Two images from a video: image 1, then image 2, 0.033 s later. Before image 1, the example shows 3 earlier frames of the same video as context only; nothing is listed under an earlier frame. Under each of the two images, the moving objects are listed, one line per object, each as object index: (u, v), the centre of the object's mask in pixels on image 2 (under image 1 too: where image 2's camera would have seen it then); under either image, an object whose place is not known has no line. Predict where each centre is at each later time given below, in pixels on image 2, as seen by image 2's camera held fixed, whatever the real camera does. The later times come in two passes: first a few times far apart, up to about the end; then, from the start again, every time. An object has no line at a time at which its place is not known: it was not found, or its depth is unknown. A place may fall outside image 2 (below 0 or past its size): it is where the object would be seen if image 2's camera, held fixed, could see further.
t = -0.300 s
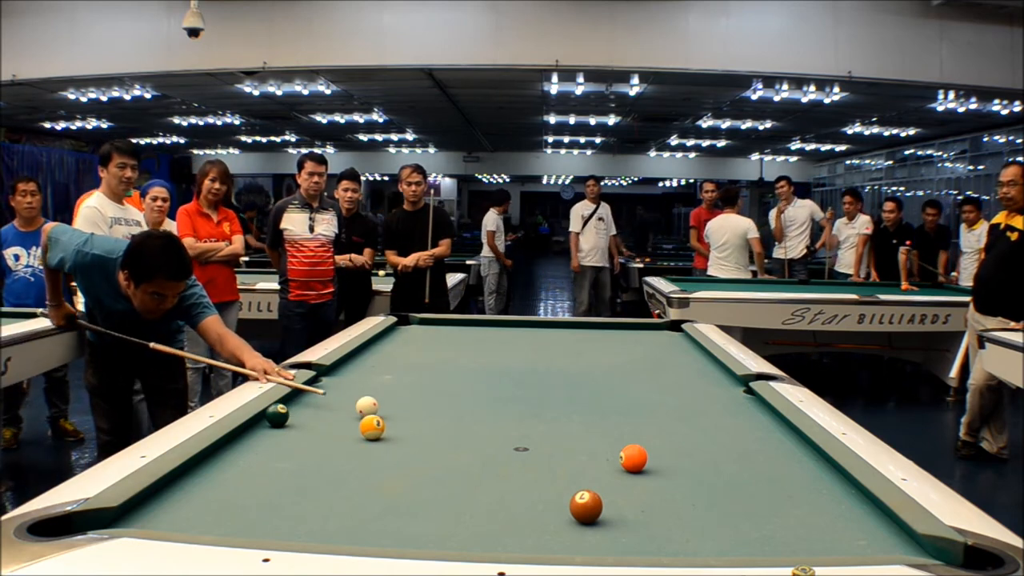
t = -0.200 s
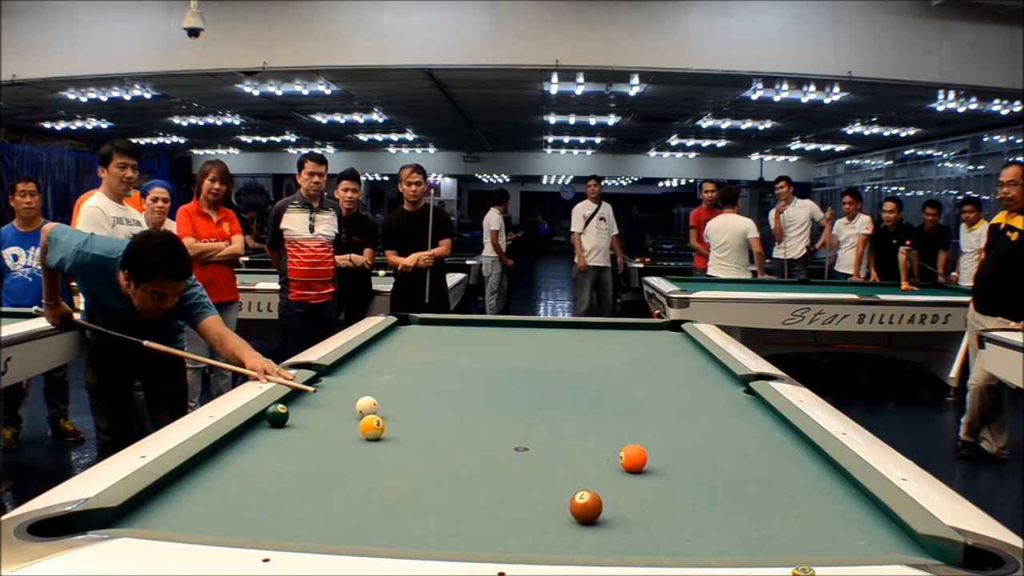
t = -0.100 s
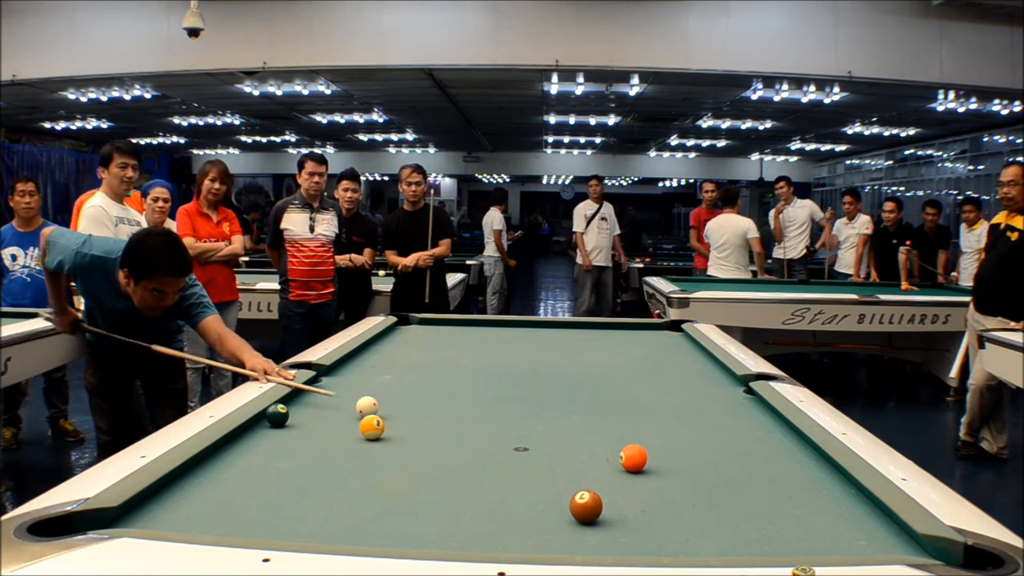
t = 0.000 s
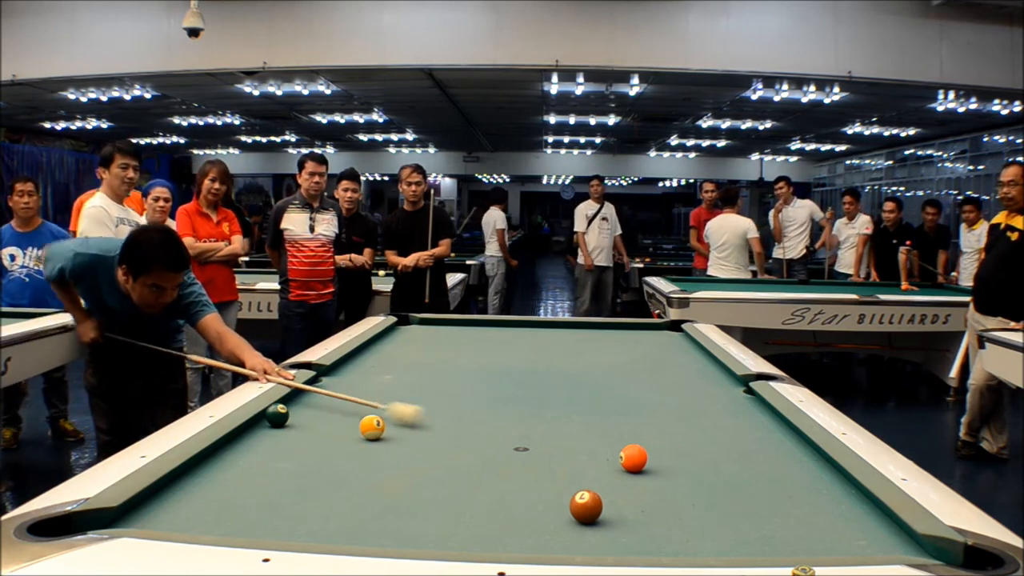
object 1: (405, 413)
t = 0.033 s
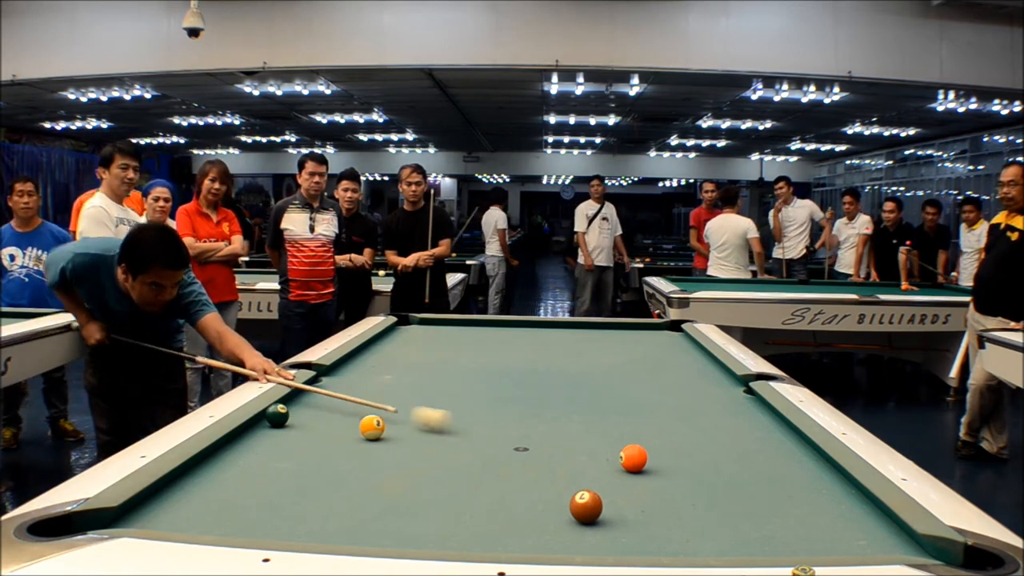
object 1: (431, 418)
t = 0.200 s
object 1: (574, 444)
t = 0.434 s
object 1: (686, 443)
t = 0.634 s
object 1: (768, 439)
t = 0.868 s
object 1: (752, 430)
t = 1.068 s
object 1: (706, 422)
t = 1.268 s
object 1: (664, 414)
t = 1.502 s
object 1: (621, 407)
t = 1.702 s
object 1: (588, 400)
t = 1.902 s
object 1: (557, 395)
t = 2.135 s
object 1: (525, 389)
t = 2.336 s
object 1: (501, 384)
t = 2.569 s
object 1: (475, 379)
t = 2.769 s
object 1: (455, 376)
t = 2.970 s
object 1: (437, 372)
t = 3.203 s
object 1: (418, 369)
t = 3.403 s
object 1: (403, 366)
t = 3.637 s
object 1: (388, 364)
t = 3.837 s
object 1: (377, 362)
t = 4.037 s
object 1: (366, 360)
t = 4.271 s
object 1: (355, 357)
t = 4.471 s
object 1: (355, 357)
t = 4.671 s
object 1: (360, 356)
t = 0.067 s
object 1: (457, 423)
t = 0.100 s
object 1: (485, 428)
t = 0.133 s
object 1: (513, 434)
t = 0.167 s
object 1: (544, 438)
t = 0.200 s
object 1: (574, 444)
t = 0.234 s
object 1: (604, 448)
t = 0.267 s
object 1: (621, 449)
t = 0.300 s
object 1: (634, 447)
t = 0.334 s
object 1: (646, 445)
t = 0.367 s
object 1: (658, 444)
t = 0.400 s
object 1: (672, 443)
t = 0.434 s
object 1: (686, 443)
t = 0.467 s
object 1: (700, 442)
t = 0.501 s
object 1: (715, 442)
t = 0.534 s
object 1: (728, 441)
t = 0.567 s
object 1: (741, 440)
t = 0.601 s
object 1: (754, 439)
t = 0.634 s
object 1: (768, 439)
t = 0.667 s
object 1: (781, 438)
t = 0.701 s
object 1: (793, 438)
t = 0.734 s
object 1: (787, 436)
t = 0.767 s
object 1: (777, 435)
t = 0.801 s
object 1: (769, 433)
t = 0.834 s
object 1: (760, 432)
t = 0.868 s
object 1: (752, 430)
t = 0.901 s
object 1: (744, 429)
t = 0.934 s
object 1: (736, 427)
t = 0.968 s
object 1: (729, 426)
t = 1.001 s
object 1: (721, 425)
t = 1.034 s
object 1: (714, 423)
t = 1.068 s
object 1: (706, 422)
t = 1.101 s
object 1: (699, 421)
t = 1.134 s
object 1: (692, 419)
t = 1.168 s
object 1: (685, 418)
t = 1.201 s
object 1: (678, 417)
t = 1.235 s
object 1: (671, 416)
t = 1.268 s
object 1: (664, 414)
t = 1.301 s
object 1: (658, 413)
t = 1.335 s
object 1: (652, 412)
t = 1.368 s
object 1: (645, 411)
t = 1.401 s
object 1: (639, 410)
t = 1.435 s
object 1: (633, 409)
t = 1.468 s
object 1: (627, 408)
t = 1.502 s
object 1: (621, 407)
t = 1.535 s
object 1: (615, 405)
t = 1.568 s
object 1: (609, 405)
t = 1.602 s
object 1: (603, 403)
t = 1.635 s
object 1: (598, 403)
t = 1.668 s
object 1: (593, 401)
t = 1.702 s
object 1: (588, 400)
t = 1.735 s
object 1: (582, 399)
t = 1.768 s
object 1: (577, 398)
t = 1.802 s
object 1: (572, 397)
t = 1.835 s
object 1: (567, 396)
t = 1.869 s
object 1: (562, 396)
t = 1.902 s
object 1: (557, 395)
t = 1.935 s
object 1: (552, 394)
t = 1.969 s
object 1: (547, 393)
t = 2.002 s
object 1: (543, 392)
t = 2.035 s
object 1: (538, 391)
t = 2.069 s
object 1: (534, 390)
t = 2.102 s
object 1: (529, 390)
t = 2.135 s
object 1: (525, 389)
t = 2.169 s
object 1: (521, 388)
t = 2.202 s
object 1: (517, 387)
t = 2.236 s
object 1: (513, 386)
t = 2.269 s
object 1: (509, 385)
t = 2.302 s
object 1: (504, 385)
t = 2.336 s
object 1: (501, 384)
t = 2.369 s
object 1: (497, 383)
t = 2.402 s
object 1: (493, 383)
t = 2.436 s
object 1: (489, 382)
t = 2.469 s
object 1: (486, 381)
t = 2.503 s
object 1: (482, 381)
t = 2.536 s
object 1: (478, 380)
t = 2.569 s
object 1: (475, 379)
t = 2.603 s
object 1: (471, 379)
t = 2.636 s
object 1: (468, 378)
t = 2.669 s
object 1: (465, 378)
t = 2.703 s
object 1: (462, 377)
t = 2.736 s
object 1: (458, 376)
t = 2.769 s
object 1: (455, 376)
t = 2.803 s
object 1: (452, 375)
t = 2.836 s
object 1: (449, 375)
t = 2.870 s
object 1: (446, 374)
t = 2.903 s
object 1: (443, 374)
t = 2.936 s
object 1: (440, 373)
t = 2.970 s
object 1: (437, 372)
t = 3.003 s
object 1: (434, 372)
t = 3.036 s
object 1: (431, 371)
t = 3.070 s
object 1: (428, 371)
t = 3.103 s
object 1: (426, 370)
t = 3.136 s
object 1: (423, 370)
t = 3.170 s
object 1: (420, 369)
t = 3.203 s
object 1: (418, 369)
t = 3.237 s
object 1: (415, 368)
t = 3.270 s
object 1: (413, 368)
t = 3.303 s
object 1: (410, 368)
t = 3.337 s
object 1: (408, 367)
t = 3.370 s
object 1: (406, 367)
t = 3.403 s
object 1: (403, 366)
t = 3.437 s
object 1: (401, 365)
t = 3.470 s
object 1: (399, 365)
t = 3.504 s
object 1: (397, 365)
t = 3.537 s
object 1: (394, 365)
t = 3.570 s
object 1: (393, 364)
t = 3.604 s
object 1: (390, 364)
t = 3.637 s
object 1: (388, 364)
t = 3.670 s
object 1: (386, 363)
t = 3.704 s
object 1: (384, 363)
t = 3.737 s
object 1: (382, 362)
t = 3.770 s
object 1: (380, 362)
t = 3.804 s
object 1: (379, 362)
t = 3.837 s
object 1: (377, 362)
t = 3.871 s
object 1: (375, 361)
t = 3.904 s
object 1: (373, 361)
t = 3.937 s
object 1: (371, 361)
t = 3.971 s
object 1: (369, 360)
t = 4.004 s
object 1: (368, 360)
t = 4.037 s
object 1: (366, 360)
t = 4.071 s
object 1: (364, 359)
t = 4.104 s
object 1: (363, 359)
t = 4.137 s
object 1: (361, 359)
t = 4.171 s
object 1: (360, 358)
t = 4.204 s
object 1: (359, 358)
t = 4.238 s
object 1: (357, 358)
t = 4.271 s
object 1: (355, 357)
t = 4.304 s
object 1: (355, 357)
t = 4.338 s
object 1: (353, 357)
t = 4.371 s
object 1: (353, 357)
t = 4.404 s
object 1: (353, 357)
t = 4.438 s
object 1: (354, 357)
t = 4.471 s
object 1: (355, 357)
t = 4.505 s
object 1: (356, 356)
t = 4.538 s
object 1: (357, 356)
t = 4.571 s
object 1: (357, 356)
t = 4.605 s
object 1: (358, 356)
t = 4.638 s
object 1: (359, 356)
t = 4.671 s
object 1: (360, 356)
